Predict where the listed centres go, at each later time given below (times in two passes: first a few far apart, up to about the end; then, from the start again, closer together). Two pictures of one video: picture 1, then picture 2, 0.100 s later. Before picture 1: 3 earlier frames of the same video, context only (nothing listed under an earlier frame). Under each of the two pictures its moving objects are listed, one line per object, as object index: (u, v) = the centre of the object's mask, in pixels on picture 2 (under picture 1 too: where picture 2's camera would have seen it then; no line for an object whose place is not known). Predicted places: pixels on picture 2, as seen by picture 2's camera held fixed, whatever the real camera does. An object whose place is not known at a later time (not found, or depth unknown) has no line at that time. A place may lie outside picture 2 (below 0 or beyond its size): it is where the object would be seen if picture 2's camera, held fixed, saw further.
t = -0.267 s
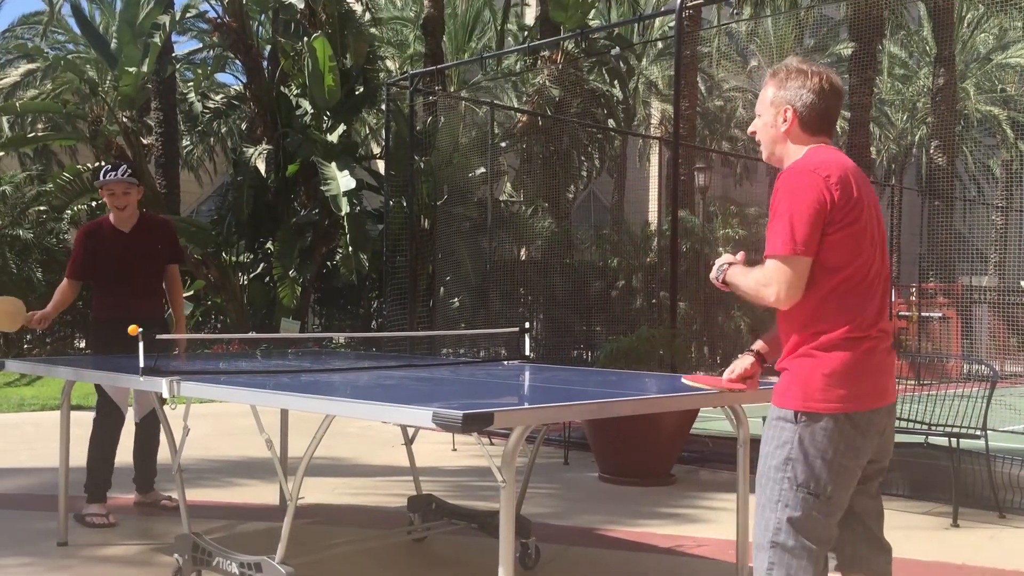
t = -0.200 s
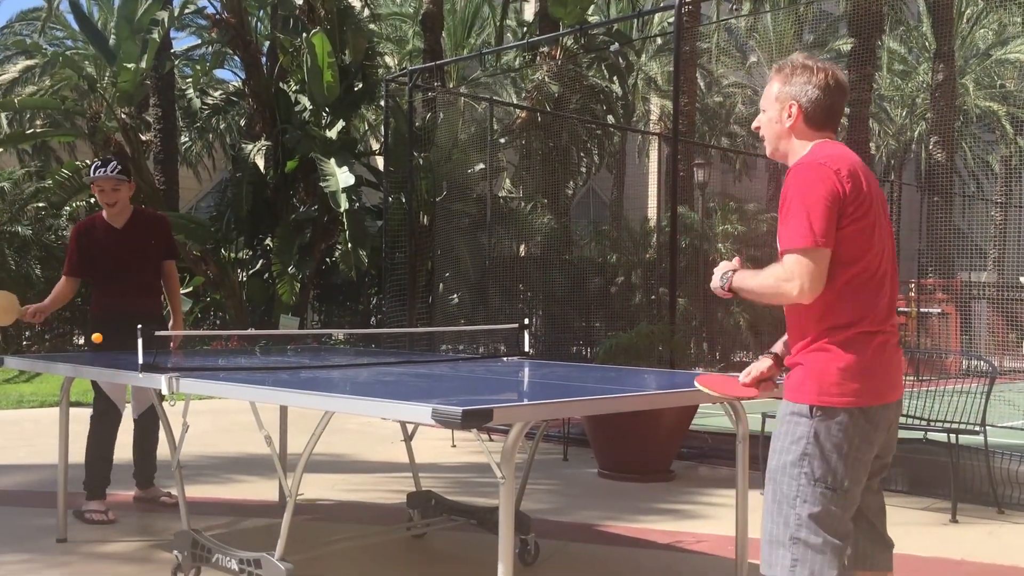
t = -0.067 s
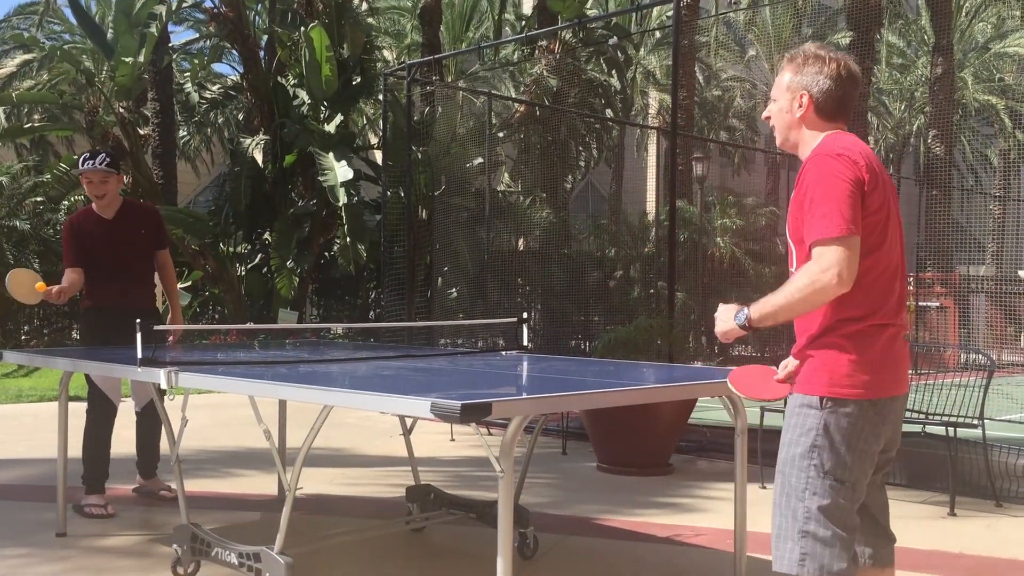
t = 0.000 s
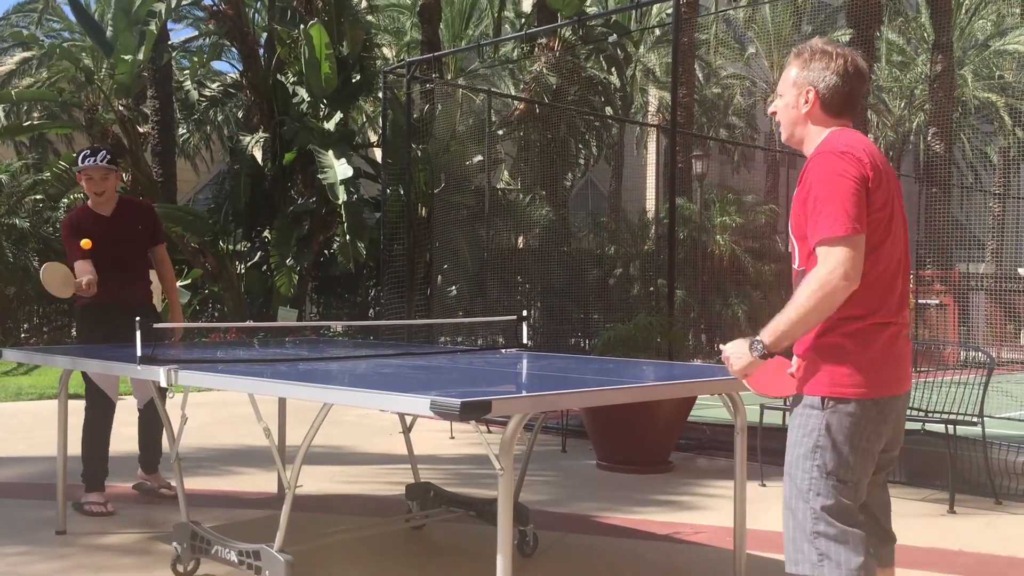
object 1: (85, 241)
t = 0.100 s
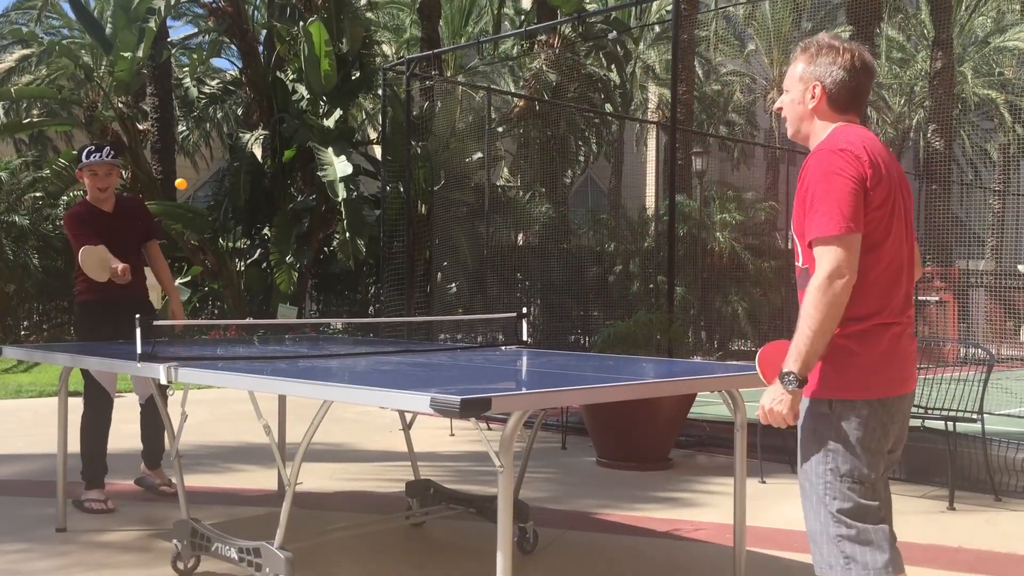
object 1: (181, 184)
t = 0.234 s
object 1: (314, 136)
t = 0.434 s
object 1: (541, 144)
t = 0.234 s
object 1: (314, 136)
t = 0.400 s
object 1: (500, 134)
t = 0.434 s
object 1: (541, 144)
